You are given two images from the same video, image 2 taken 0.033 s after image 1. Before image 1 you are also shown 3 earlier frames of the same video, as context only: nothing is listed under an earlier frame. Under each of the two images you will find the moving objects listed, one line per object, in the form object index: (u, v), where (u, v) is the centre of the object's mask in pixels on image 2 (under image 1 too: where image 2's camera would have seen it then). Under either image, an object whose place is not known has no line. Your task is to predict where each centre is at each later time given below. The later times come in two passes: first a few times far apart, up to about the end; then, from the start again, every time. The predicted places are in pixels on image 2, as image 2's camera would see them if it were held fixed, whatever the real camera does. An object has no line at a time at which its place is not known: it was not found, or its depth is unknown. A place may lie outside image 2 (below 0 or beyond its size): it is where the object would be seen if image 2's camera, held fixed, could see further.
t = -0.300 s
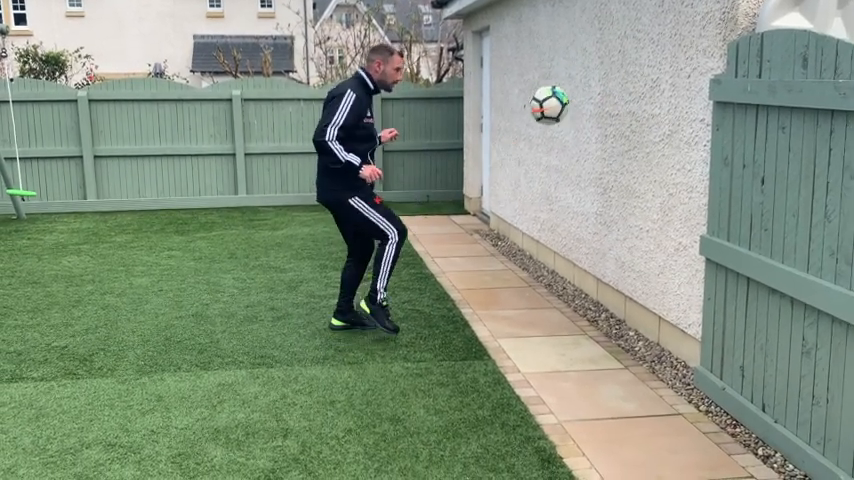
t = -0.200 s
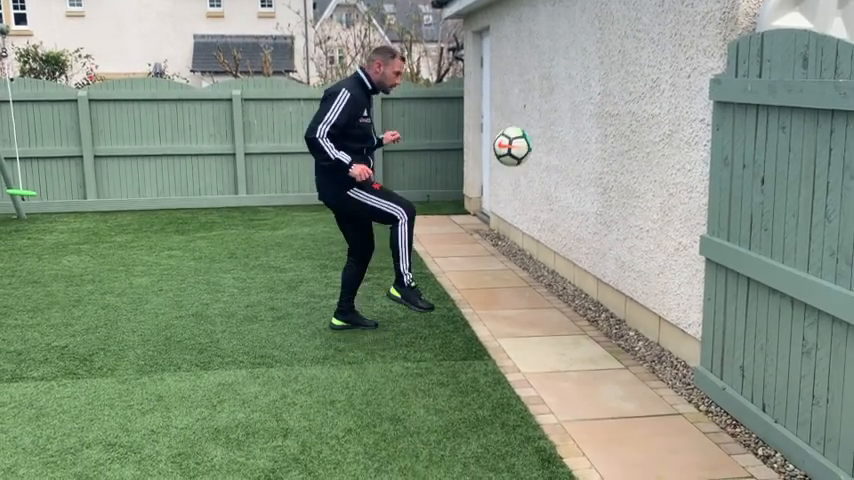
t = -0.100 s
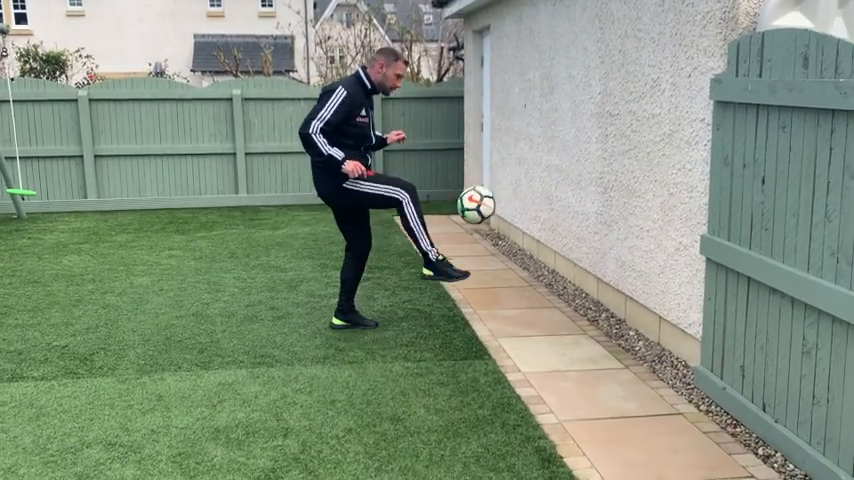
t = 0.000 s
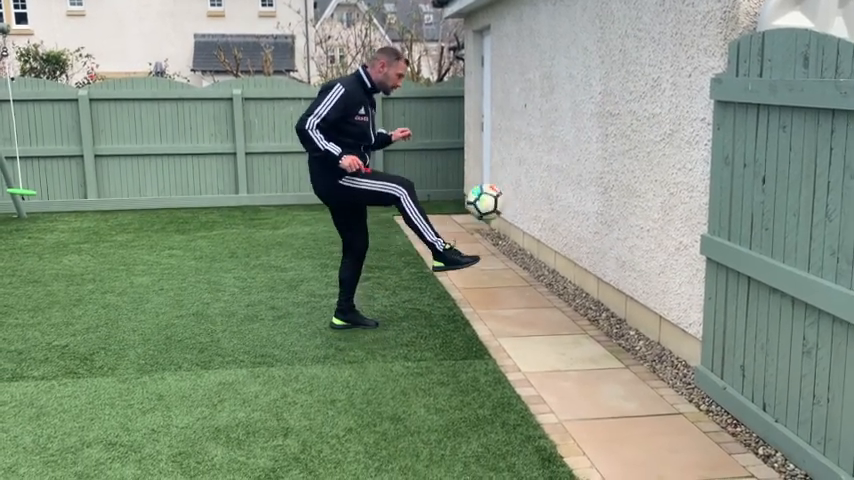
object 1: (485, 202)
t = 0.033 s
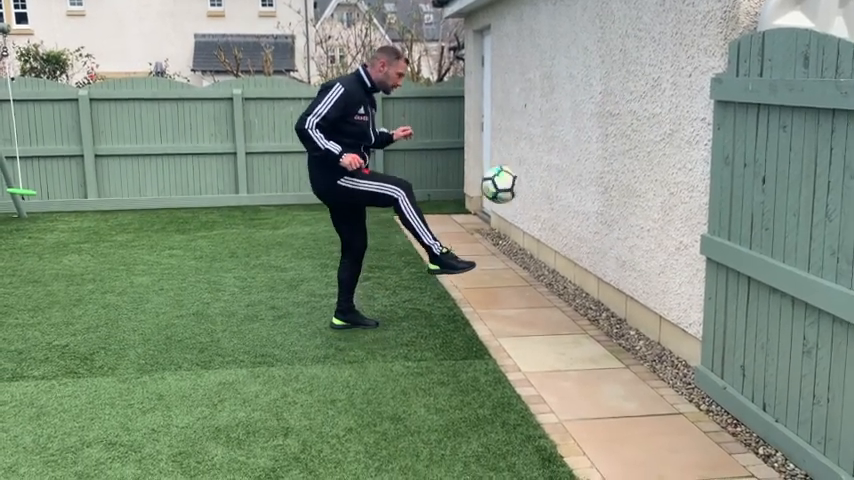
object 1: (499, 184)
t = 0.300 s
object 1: (606, 114)
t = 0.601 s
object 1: (491, 169)
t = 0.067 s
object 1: (514, 169)
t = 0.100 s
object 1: (528, 155)
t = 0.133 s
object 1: (542, 144)
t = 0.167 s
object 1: (557, 134)
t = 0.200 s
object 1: (570, 126)
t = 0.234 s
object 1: (583, 120)
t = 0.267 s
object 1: (597, 116)
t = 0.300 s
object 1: (606, 114)
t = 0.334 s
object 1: (592, 113)
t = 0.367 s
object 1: (580, 114)
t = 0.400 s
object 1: (567, 117)
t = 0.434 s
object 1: (555, 121)
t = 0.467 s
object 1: (542, 126)
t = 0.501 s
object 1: (529, 135)
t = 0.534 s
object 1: (516, 144)
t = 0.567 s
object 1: (504, 156)
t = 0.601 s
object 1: (491, 169)
